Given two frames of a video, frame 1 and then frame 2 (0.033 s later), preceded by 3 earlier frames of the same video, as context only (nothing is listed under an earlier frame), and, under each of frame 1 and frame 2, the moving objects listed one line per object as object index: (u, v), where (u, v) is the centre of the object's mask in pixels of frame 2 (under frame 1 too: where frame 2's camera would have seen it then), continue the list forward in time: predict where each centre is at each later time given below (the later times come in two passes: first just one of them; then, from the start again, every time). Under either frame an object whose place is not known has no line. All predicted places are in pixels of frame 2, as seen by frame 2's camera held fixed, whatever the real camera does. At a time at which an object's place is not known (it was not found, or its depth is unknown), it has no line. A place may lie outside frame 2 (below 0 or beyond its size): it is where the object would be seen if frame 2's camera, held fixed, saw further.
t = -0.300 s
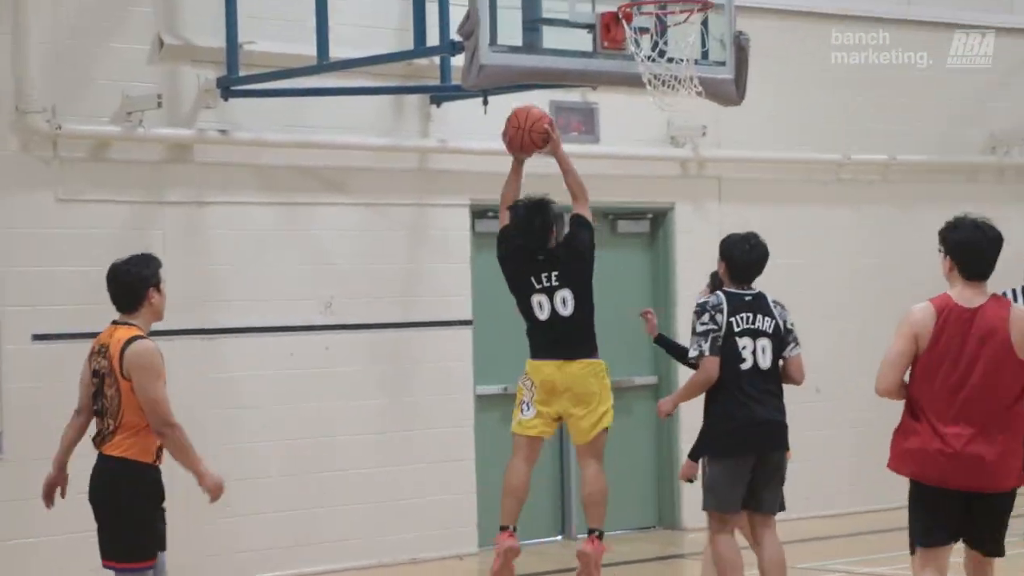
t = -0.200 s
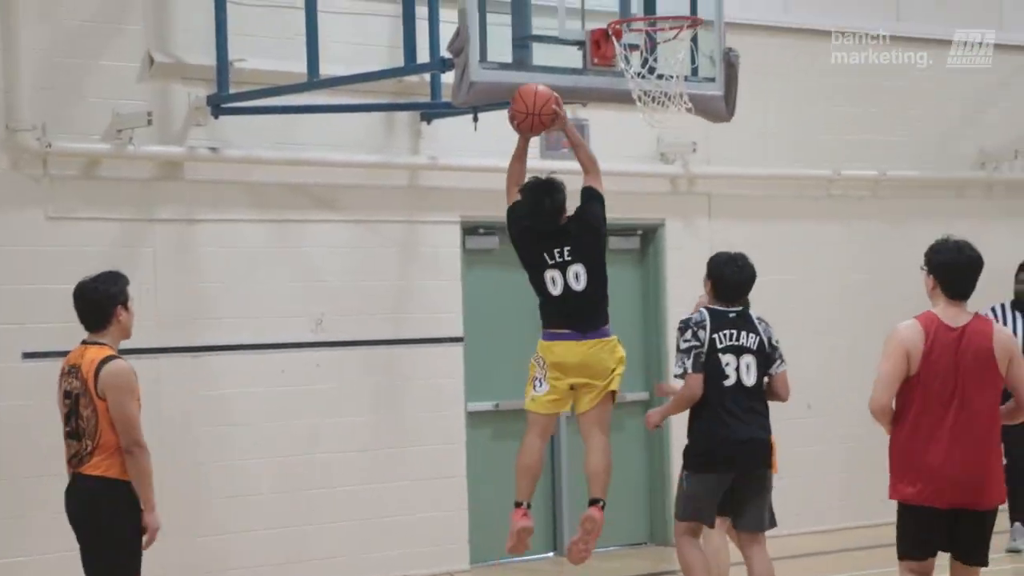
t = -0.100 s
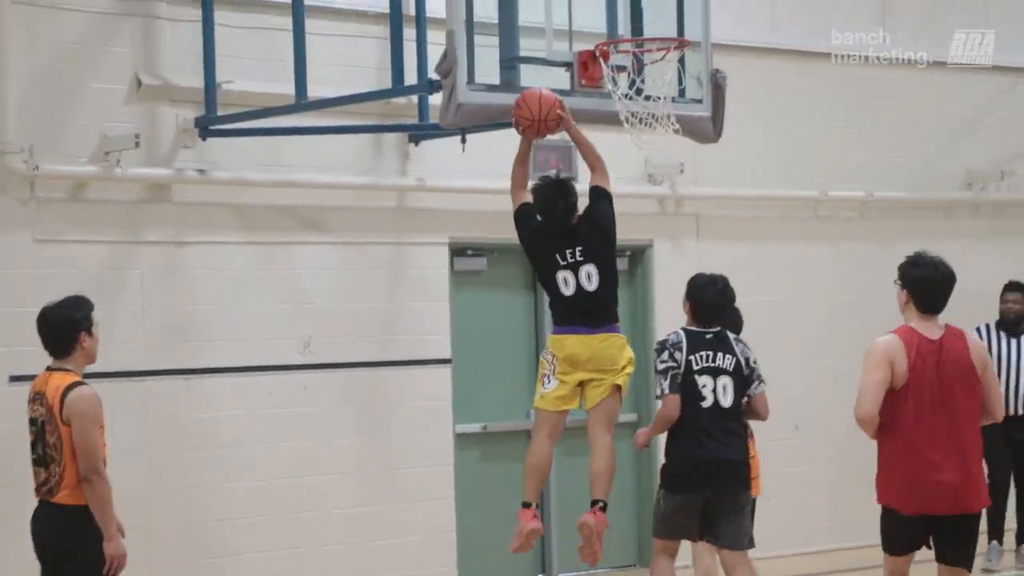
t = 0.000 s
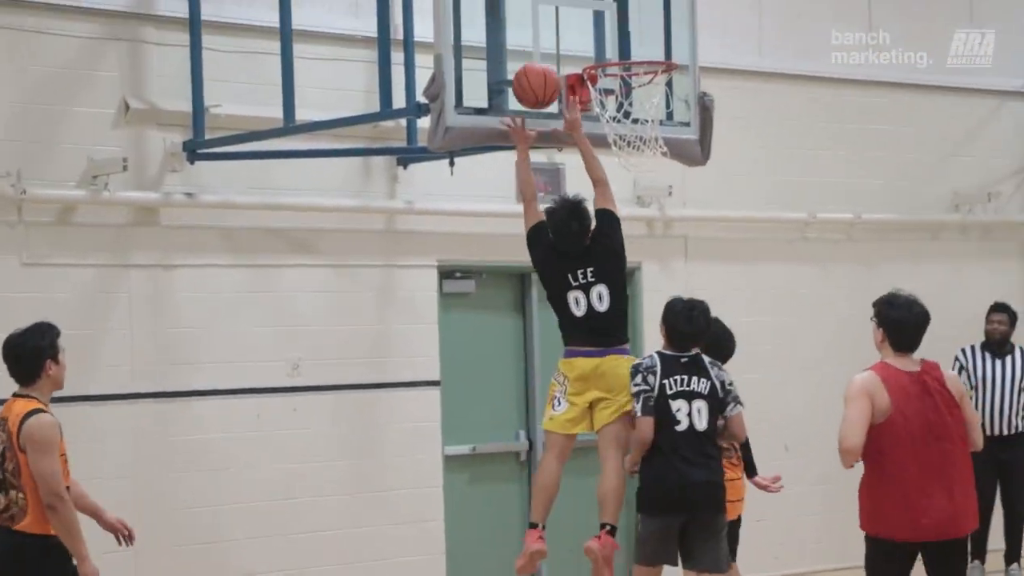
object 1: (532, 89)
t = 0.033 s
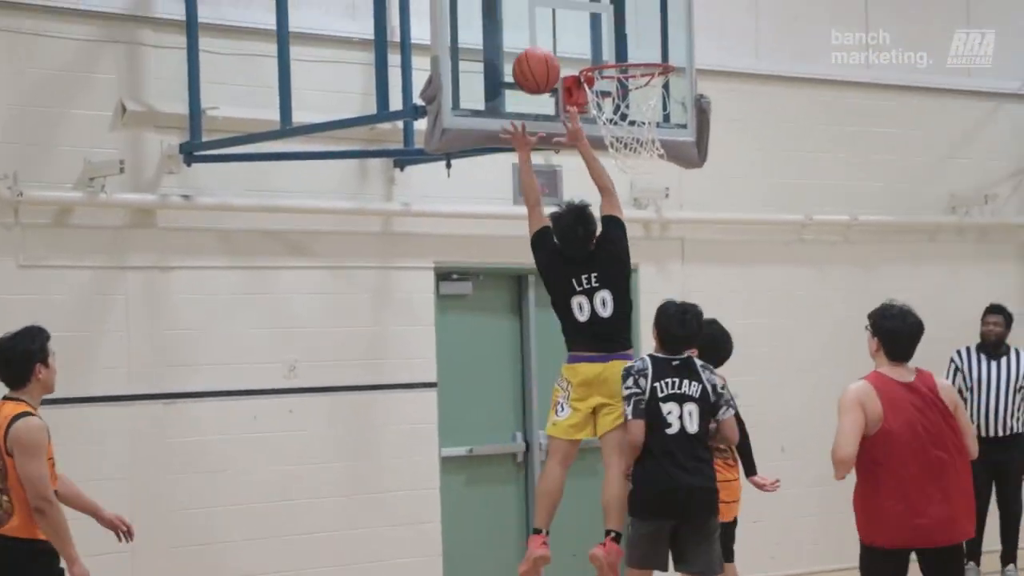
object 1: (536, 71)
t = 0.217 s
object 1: (573, 31)
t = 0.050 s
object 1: (537, 63)
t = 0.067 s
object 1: (539, 56)
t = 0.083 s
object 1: (540, 50)
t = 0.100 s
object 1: (542, 44)
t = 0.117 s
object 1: (543, 39)
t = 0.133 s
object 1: (548, 36)
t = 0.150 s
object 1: (553, 34)
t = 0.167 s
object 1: (558, 32)
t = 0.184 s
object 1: (563, 31)
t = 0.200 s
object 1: (568, 31)
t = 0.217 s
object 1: (573, 31)
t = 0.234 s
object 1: (577, 31)
